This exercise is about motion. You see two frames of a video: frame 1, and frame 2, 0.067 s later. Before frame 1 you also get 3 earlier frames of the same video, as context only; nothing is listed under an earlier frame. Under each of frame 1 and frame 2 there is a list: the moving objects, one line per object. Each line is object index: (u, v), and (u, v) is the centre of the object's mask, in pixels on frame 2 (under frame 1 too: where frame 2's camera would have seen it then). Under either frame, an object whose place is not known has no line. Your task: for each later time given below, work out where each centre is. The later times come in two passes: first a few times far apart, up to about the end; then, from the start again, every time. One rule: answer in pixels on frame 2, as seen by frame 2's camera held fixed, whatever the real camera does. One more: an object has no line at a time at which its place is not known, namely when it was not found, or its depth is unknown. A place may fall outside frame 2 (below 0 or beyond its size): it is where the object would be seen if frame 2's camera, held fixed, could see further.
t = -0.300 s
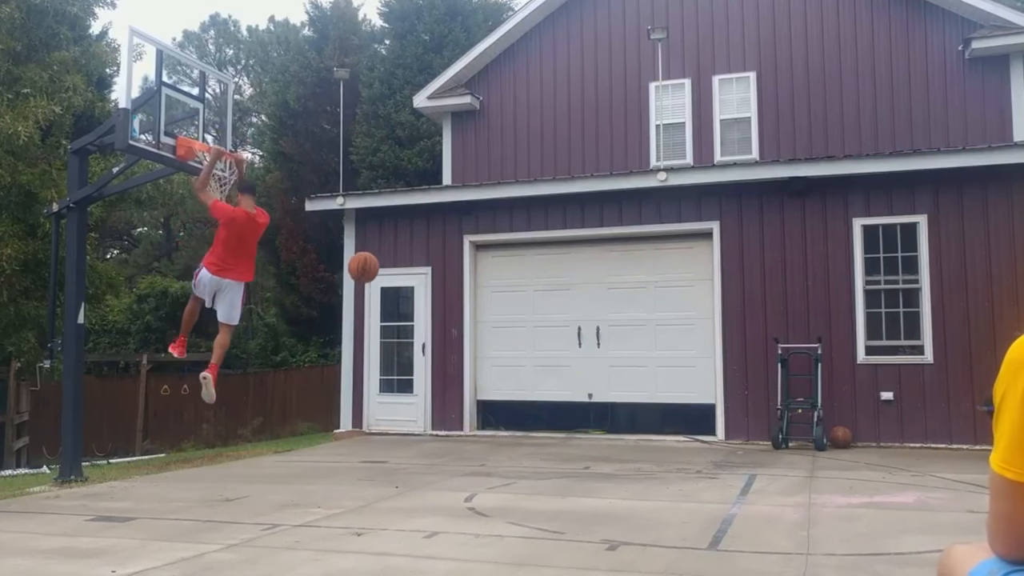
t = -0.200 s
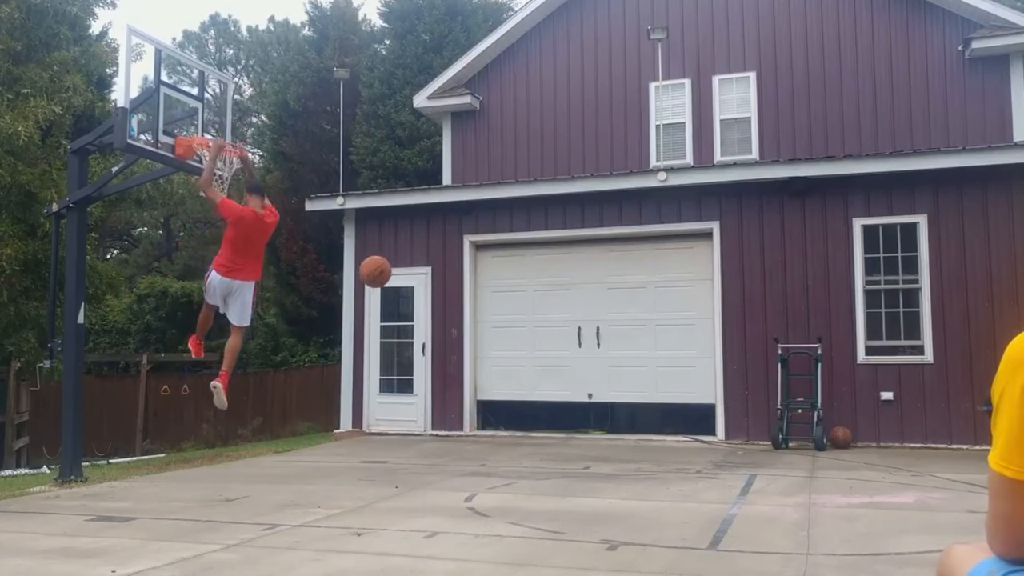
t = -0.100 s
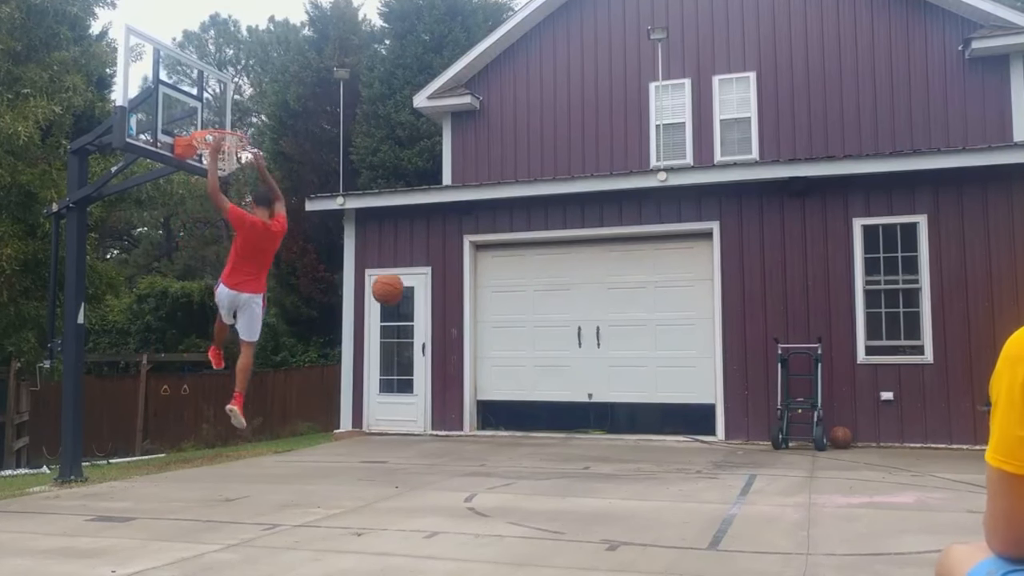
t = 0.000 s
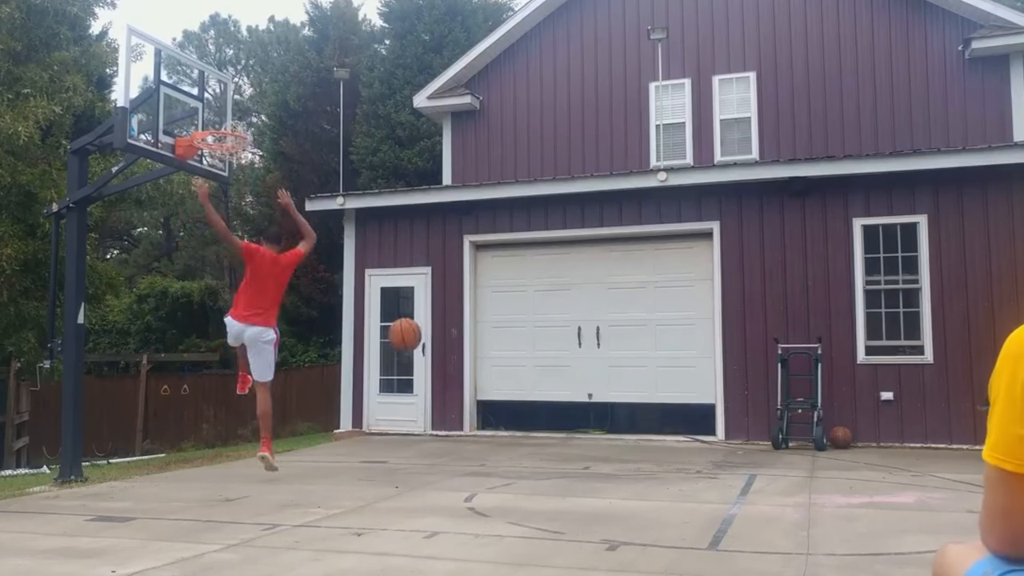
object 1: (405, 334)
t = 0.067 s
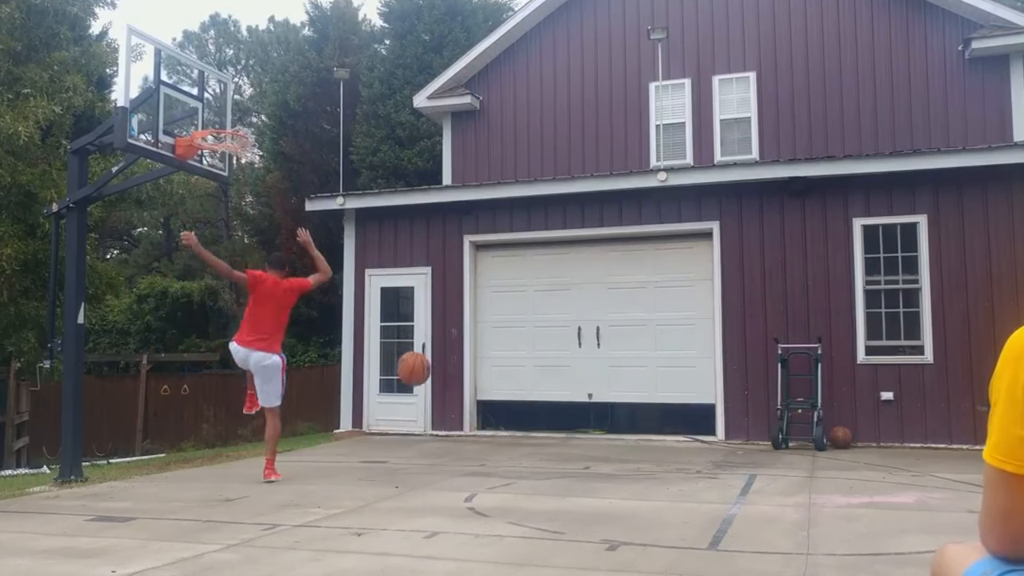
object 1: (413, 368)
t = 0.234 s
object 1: (437, 486)
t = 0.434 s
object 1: (460, 384)
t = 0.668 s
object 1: (490, 332)
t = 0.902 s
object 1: (521, 360)
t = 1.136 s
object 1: (557, 482)
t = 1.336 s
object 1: (584, 421)
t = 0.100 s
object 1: (418, 388)
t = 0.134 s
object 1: (423, 410)
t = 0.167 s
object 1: (427, 434)
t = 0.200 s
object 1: (432, 460)
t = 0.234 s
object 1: (437, 486)
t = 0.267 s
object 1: (441, 467)
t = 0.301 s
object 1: (445, 447)
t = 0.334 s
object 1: (449, 429)
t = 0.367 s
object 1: (452, 413)
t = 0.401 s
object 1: (457, 397)
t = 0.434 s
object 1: (460, 384)
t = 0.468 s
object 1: (465, 372)
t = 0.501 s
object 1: (469, 362)
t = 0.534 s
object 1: (473, 353)
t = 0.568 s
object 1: (477, 345)
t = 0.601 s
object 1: (481, 339)
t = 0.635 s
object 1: (486, 335)
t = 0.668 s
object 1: (490, 332)
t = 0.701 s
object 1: (494, 331)
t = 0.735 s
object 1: (499, 332)
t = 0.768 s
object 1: (503, 334)
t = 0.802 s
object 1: (508, 338)
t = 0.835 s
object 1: (512, 343)
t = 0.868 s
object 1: (517, 351)
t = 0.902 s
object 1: (521, 360)
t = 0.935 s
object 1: (526, 371)
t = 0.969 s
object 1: (531, 385)
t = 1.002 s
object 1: (536, 401)
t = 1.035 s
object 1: (541, 417)
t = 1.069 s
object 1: (546, 437)
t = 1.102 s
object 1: (551, 460)
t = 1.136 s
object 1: (557, 482)
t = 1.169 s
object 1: (562, 498)
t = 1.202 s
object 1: (566, 480)
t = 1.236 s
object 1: (570, 462)
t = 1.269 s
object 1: (575, 447)
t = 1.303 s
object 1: (579, 433)
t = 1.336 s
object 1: (584, 421)
